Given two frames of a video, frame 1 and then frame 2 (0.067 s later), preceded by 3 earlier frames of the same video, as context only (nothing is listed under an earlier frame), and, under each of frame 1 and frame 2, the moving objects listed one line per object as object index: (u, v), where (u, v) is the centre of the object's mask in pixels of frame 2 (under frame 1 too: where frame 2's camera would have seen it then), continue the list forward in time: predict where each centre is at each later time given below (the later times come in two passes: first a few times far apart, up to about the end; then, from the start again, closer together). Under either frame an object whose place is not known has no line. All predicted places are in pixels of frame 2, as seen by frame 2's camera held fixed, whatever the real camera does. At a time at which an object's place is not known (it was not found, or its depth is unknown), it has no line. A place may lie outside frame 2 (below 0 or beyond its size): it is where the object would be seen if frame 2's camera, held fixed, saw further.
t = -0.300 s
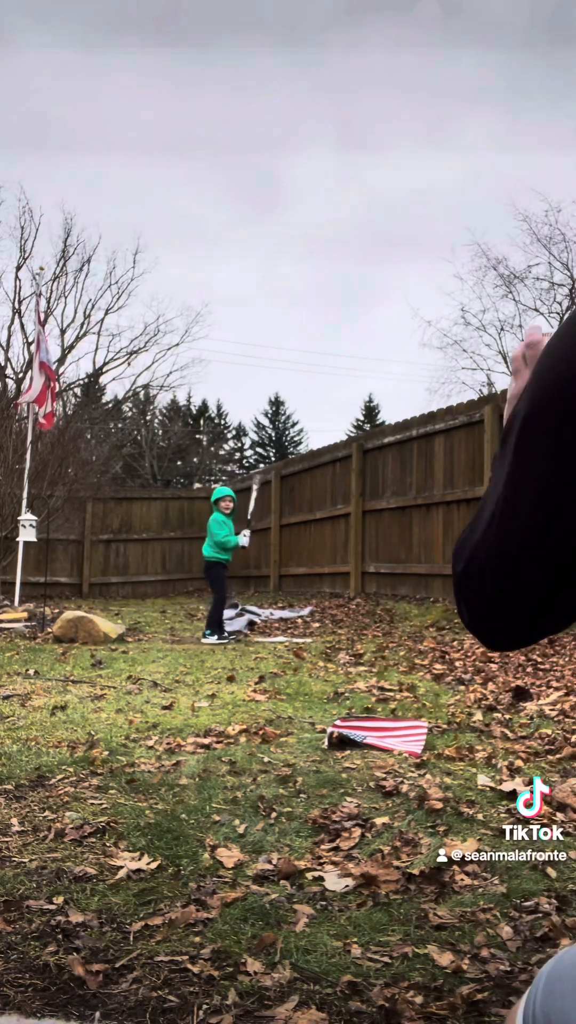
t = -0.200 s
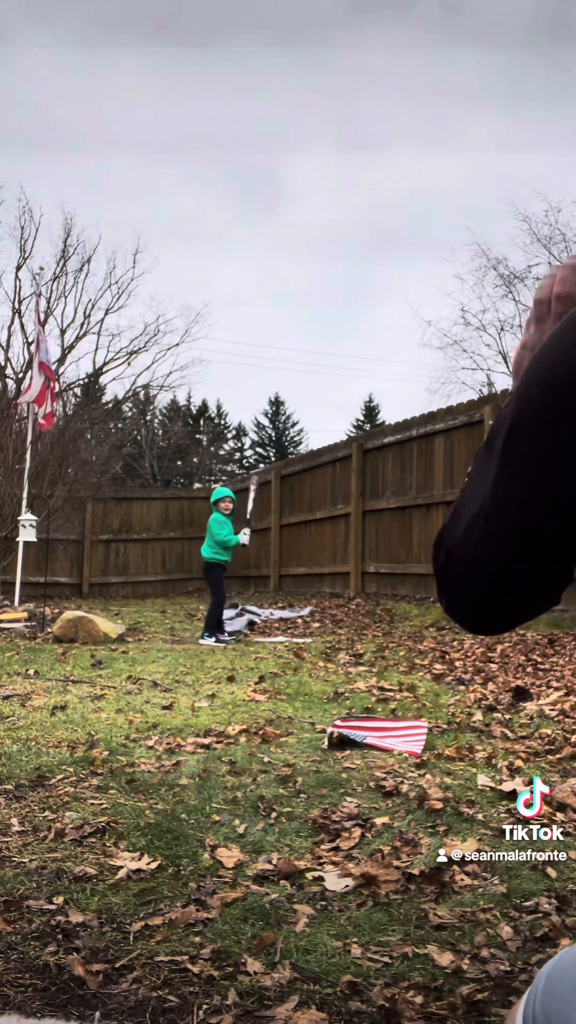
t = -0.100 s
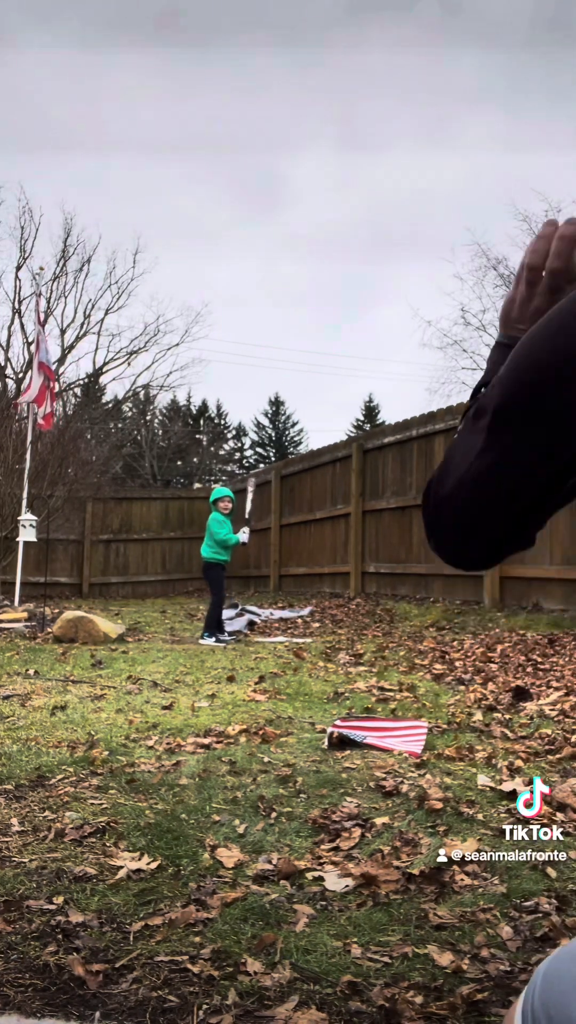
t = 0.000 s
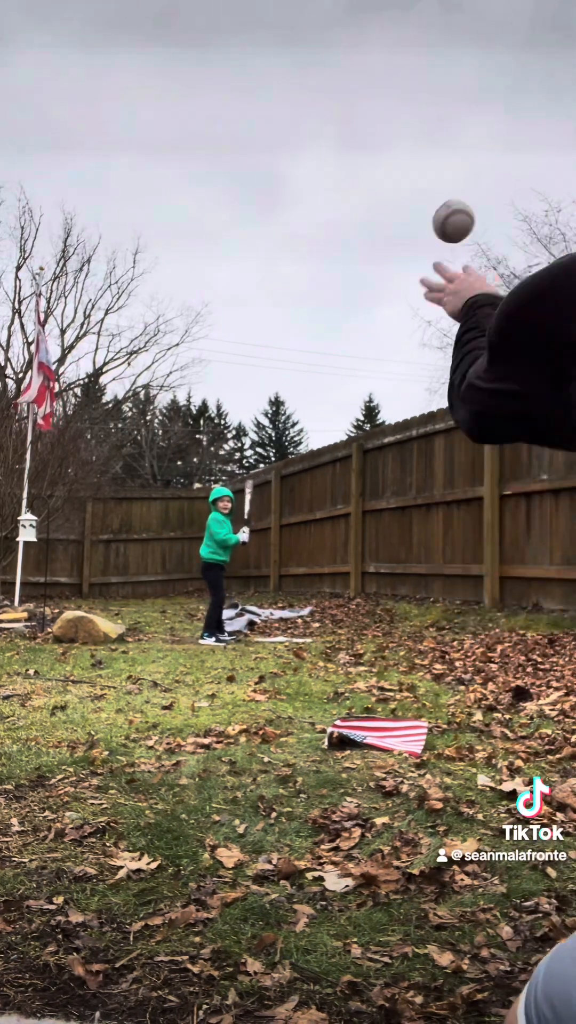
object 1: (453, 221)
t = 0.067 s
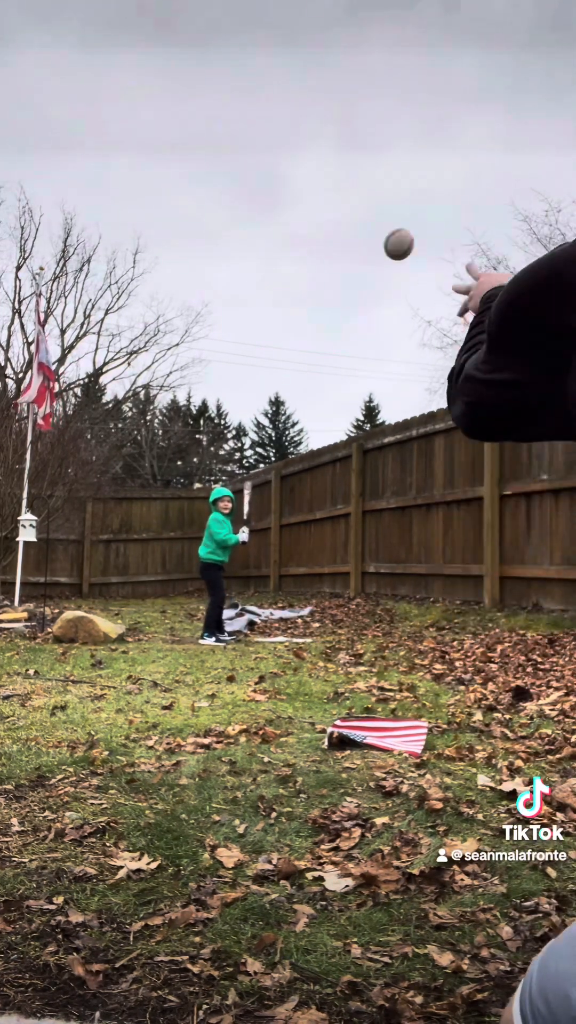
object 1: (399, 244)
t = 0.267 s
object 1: (329, 335)
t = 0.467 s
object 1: (300, 437)
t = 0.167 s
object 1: (354, 288)
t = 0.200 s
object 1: (344, 303)
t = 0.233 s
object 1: (336, 319)
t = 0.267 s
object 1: (329, 335)
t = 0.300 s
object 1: (322, 352)
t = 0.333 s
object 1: (317, 368)
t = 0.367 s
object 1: (311, 386)
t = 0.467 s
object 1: (300, 437)
